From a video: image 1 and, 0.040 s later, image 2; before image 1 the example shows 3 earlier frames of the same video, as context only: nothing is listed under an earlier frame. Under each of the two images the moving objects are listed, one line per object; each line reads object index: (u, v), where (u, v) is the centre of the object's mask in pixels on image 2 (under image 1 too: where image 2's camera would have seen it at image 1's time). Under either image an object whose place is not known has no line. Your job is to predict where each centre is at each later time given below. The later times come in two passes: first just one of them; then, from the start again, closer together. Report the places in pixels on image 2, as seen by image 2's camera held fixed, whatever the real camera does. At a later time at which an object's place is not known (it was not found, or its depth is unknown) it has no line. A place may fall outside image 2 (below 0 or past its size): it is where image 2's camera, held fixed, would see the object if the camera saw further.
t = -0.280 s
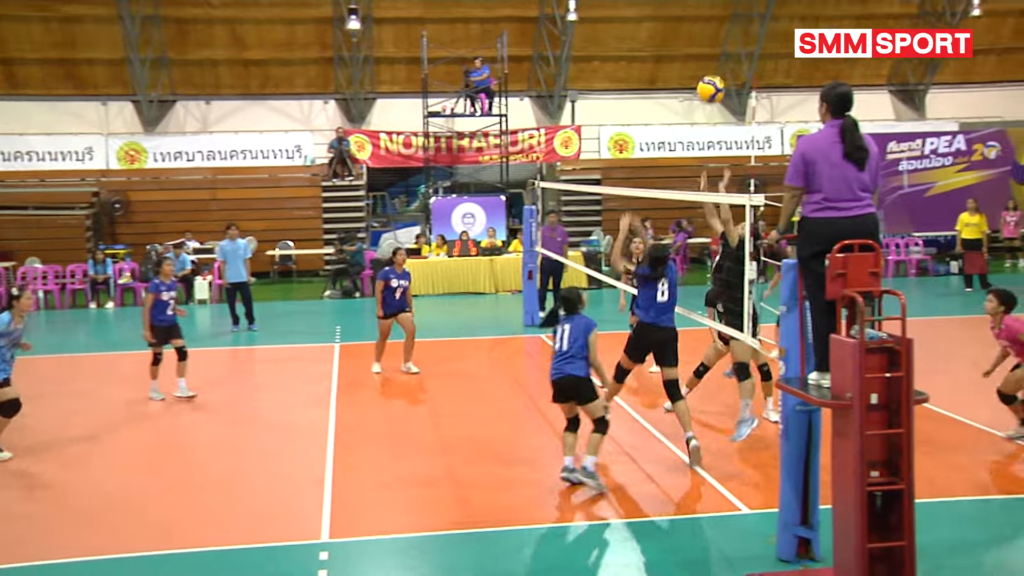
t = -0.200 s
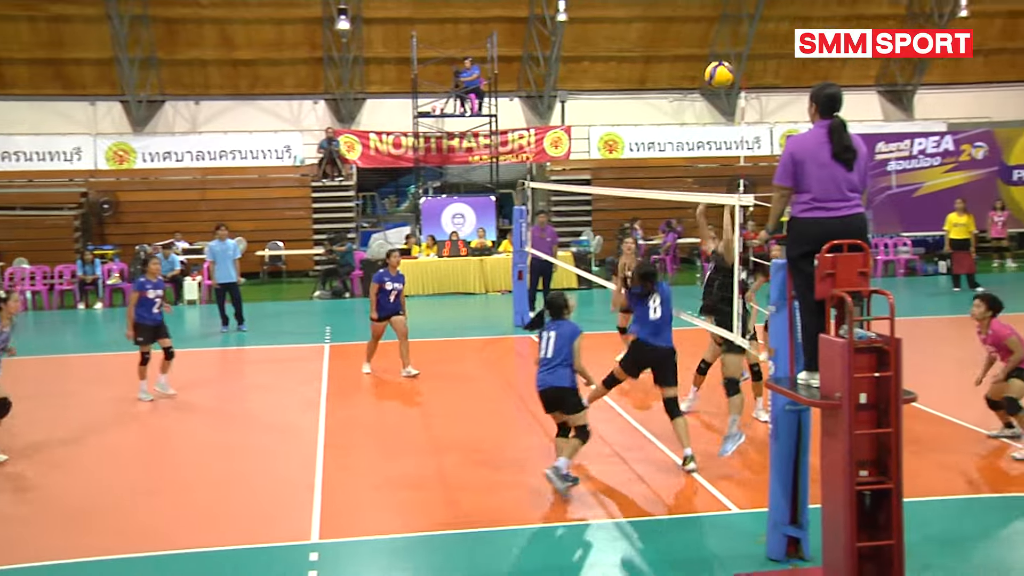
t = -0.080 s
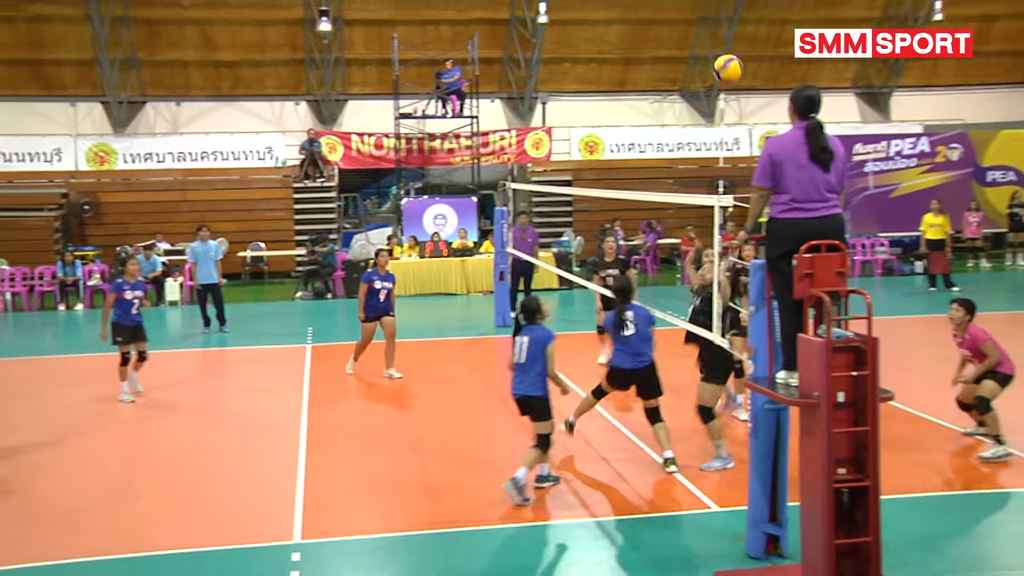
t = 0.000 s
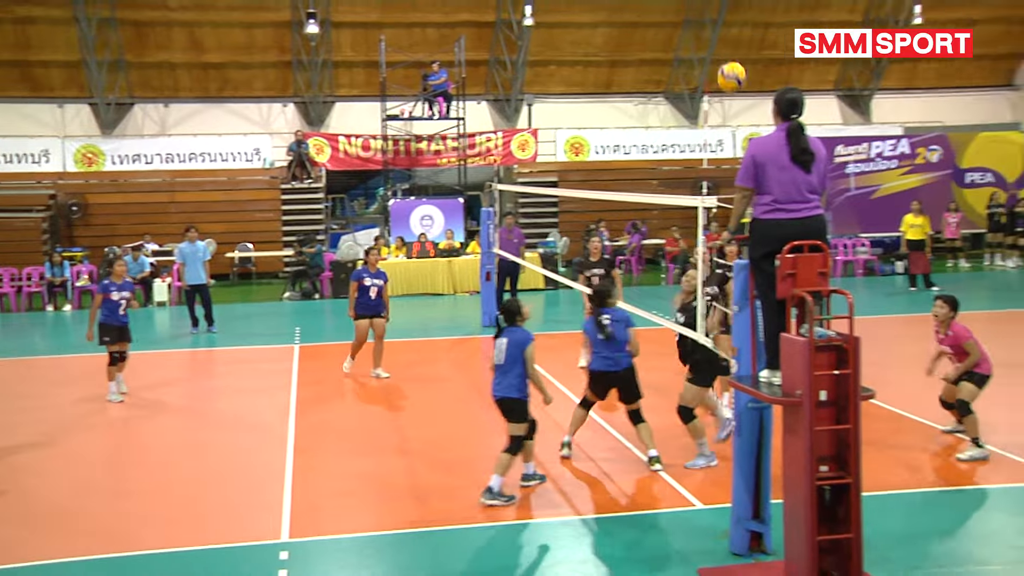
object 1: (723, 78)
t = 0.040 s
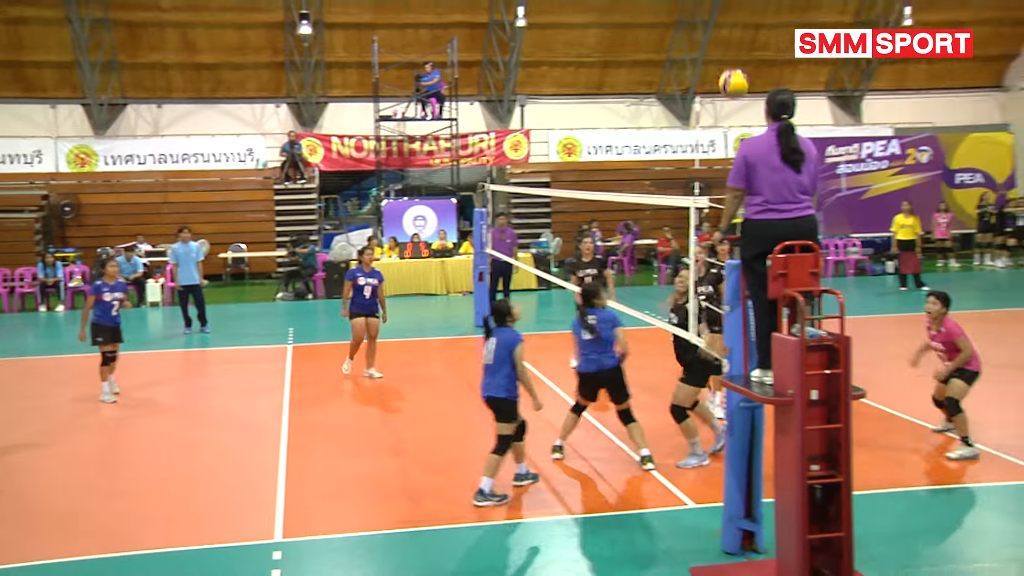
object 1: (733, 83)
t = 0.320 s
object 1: (817, 199)
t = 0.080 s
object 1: (745, 90)
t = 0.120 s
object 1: (756, 100)
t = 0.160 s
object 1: (764, 112)
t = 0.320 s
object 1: (817, 199)
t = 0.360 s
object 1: (823, 219)
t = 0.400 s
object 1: (832, 247)
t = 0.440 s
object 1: (842, 277)
